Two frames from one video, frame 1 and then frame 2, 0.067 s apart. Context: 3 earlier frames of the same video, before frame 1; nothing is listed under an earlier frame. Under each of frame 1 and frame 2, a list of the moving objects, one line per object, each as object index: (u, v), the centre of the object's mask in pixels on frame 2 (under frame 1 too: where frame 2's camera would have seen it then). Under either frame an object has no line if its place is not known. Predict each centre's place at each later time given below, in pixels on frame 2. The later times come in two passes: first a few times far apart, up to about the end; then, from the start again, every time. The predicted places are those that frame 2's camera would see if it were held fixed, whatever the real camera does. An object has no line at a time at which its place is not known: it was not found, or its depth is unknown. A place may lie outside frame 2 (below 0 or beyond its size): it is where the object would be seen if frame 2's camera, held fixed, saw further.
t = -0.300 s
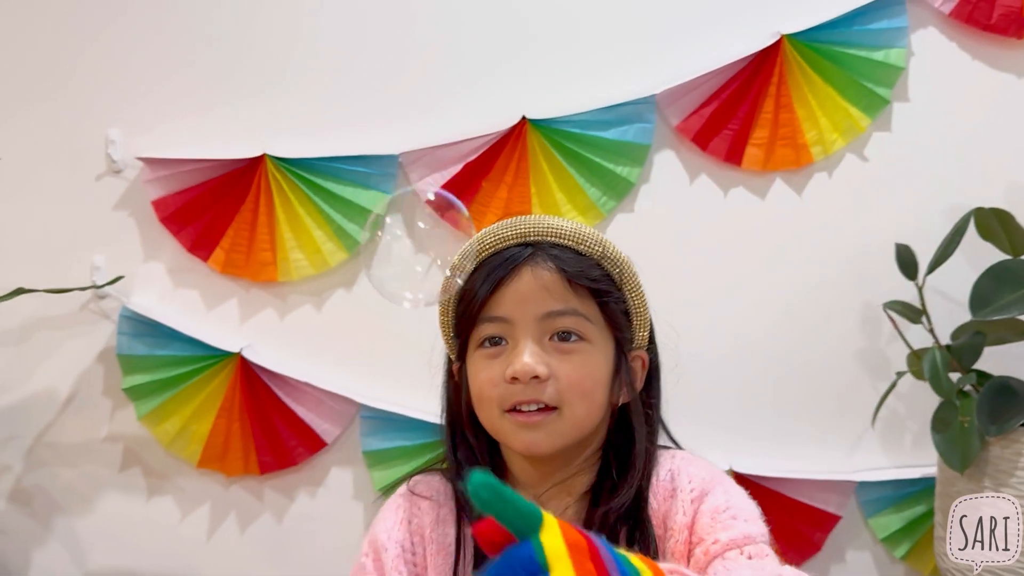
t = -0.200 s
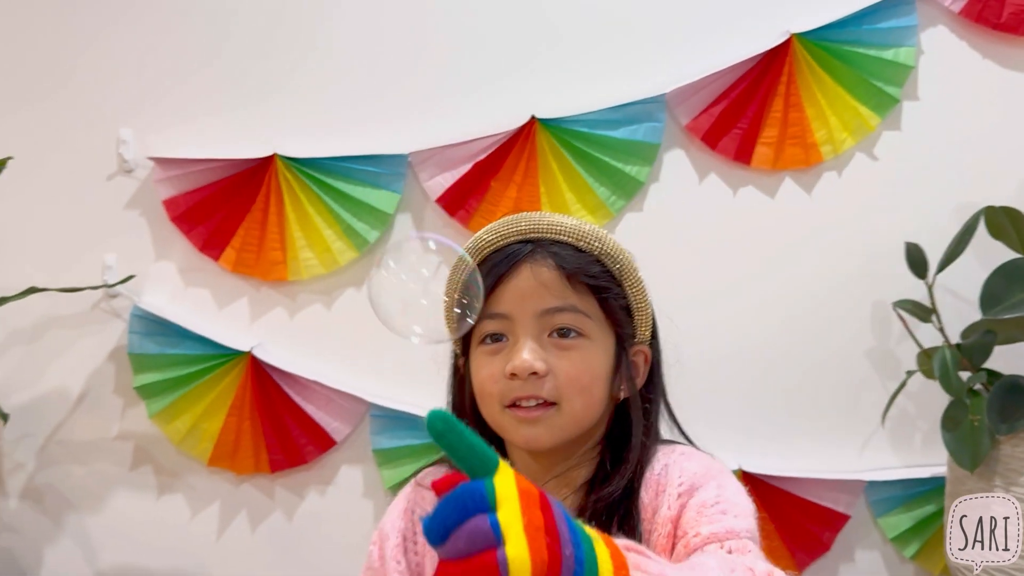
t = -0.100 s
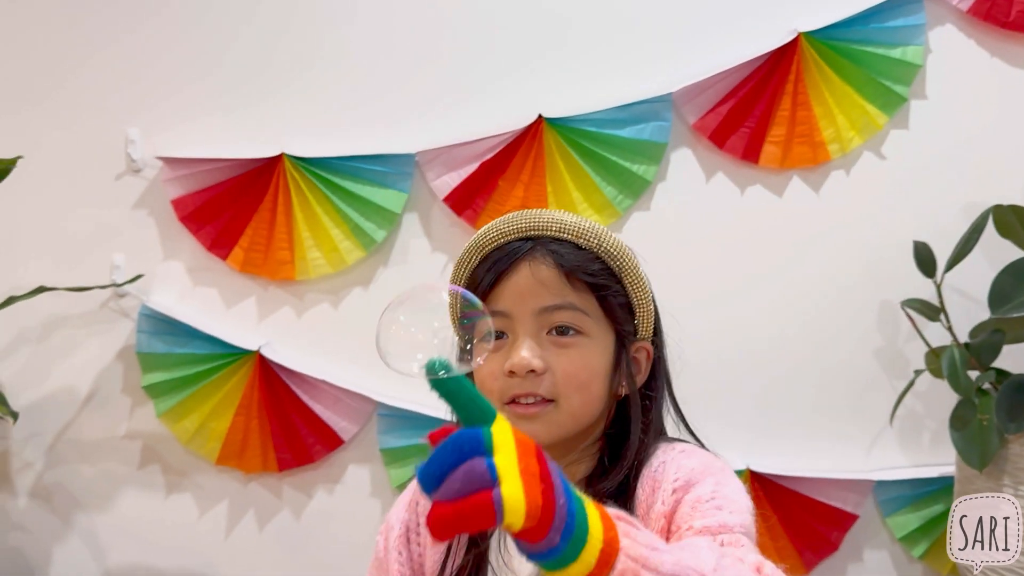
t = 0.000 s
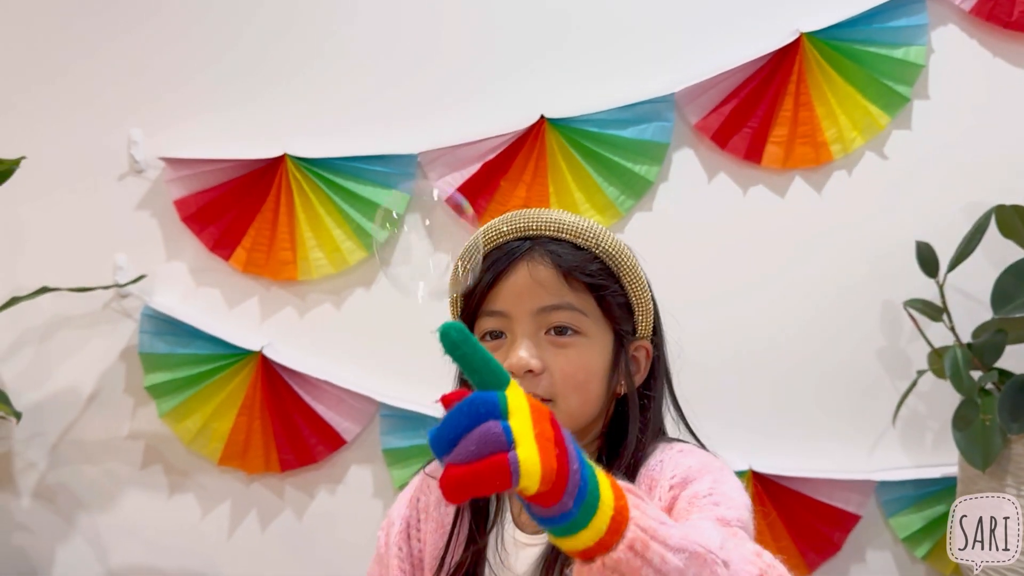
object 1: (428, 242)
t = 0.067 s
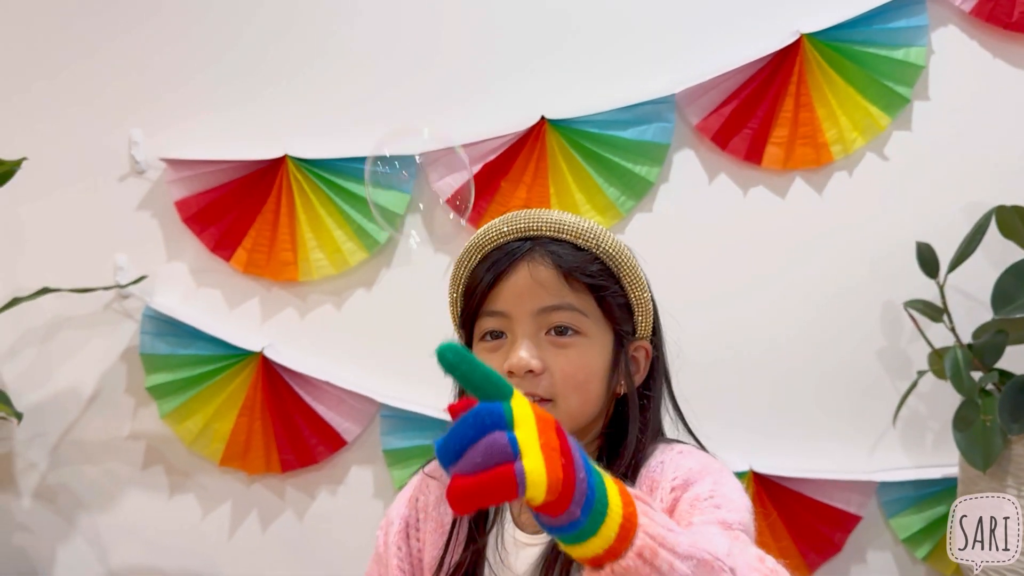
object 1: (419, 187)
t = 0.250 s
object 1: (403, 90)
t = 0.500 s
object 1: (392, 80)
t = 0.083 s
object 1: (416, 170)
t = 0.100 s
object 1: (415, 161)
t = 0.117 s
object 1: (414, 153)
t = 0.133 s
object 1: (412, 142)
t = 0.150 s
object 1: (408, 127)
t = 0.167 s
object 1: (407, 120)
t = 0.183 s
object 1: (407, 115)
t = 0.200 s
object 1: (406, 106)
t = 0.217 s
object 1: (405, 101)
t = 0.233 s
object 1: (405, 95)
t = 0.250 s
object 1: (403, 90)
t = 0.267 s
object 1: (402, 85)
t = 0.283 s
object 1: (401, 81)
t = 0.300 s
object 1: (400, 78)
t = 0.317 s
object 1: (400, 75)
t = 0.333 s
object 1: (399, 73)
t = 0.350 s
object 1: (398, 71)
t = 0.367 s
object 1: (397, 71)
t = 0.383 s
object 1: (396, 71)
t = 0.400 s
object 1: (395, 70)
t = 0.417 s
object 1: (395, 71)
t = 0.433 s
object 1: (394, 71)
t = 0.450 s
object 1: (394, 73)
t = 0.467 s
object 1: (393, 75)
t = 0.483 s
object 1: (392, 77)
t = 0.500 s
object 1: (392, 80)
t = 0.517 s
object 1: (392, 82)
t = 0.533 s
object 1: (391, 86)
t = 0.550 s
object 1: (391, 90)
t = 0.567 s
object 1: (390, 94)
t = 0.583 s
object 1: (390, 98)
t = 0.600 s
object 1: (390, 104)
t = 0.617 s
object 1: (389, 109)
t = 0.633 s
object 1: (388, 114)
